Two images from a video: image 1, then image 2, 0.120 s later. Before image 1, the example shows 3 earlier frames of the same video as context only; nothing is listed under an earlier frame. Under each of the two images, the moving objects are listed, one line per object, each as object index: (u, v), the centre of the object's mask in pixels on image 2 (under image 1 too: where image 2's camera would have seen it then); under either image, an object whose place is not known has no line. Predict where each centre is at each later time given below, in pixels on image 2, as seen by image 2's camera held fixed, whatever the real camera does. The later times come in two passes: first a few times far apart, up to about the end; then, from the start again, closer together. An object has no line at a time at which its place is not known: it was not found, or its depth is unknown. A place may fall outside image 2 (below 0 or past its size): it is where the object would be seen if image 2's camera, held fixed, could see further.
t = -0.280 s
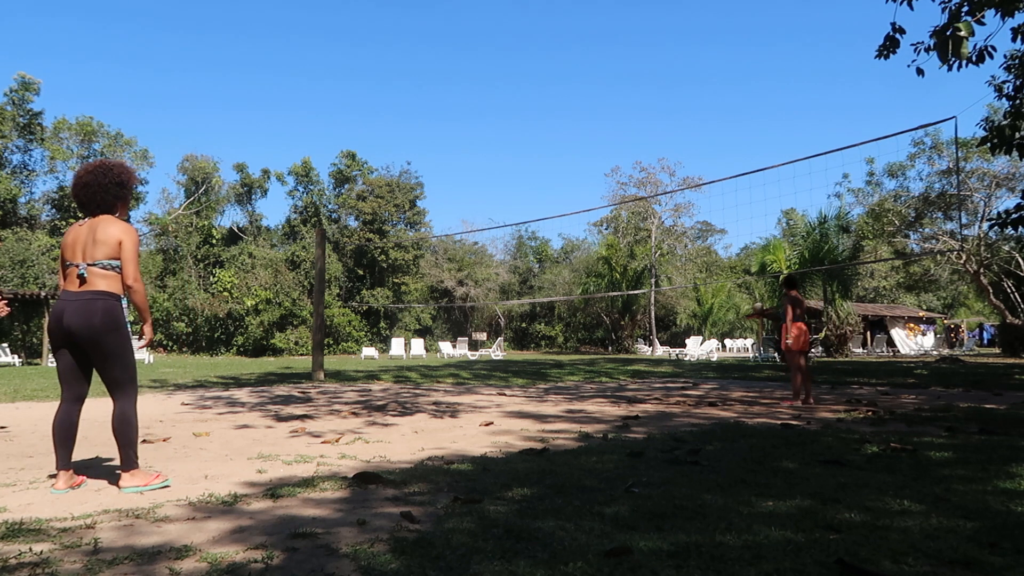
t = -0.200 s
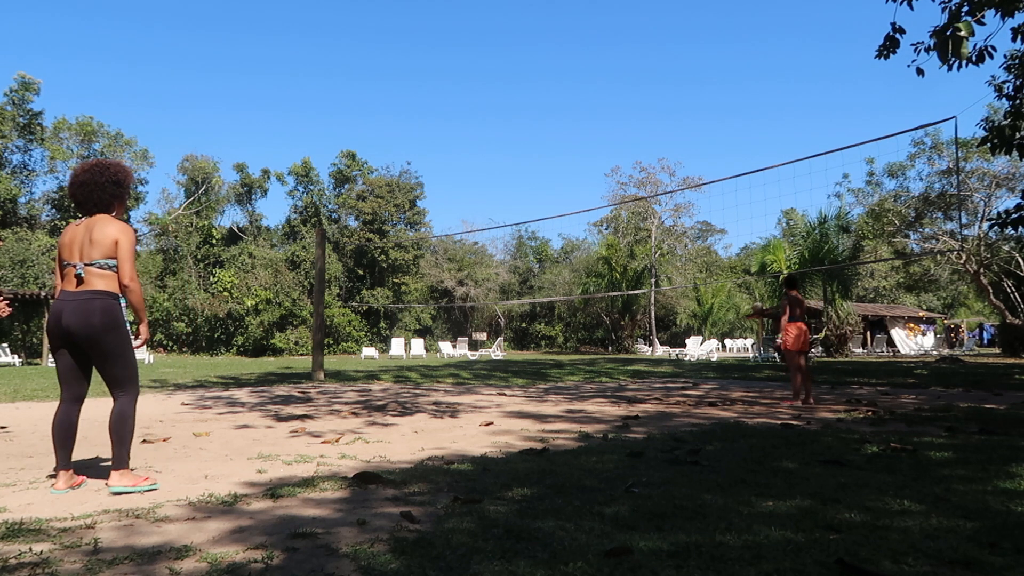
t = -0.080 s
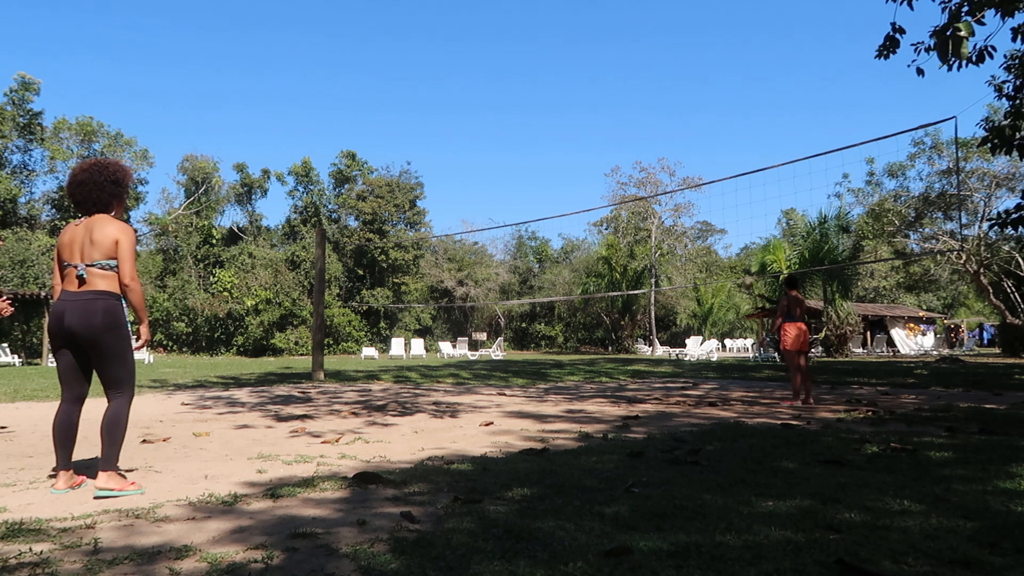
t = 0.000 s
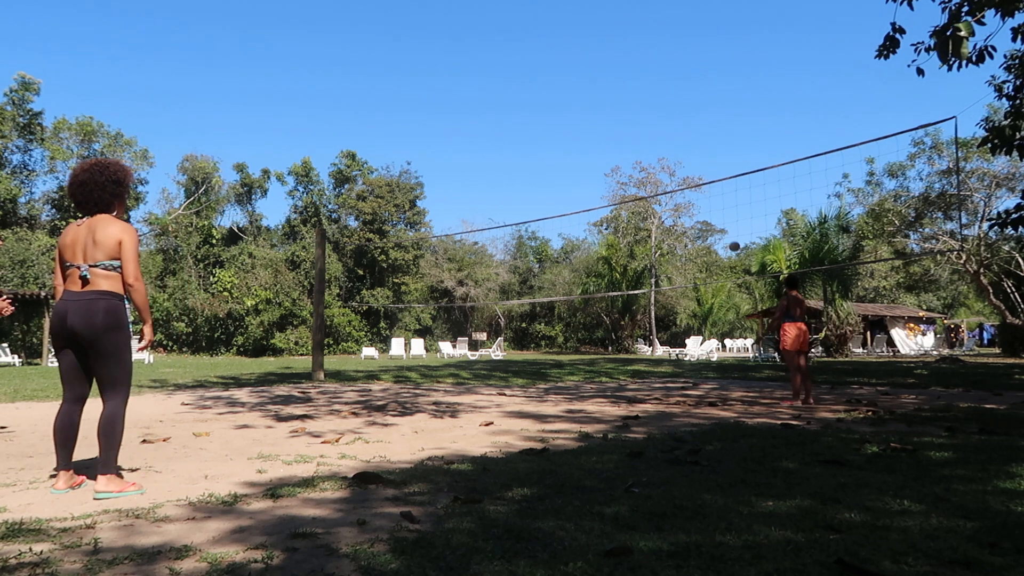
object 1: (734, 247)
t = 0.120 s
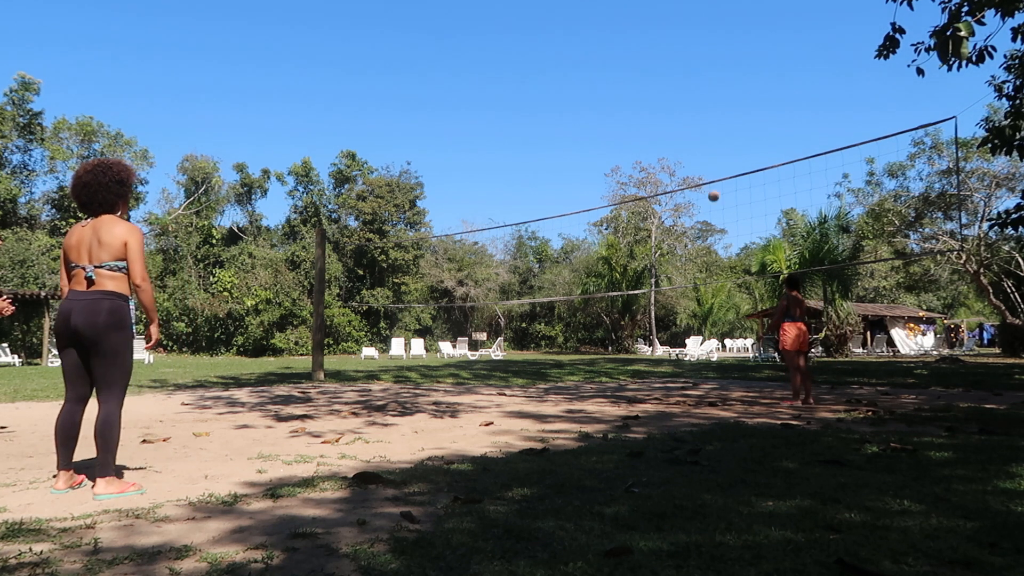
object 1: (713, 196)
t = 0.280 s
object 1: (686, 139)
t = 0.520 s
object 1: (643, 74)
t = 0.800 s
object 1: (592, 33)
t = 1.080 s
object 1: (537, 33)
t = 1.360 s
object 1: (477, 80)
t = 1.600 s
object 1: (423, 161)
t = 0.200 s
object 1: (700, 166)
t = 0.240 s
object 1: (693, 152)
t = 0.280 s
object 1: (686, 139)
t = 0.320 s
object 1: (679, 126)
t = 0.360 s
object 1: (672, 114)
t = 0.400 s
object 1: (665, 103)
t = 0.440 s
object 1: (658, 93)
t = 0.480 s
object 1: (650, 83)
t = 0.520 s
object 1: (643, 74)
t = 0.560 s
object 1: (636, 66)
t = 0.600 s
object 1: (629, 58)
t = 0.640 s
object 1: (622, 51)
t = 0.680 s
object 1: (614, 45)
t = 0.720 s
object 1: (607, 41)
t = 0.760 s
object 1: (599, 37)
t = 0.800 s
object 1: (592, 33)
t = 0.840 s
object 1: (584, 31)
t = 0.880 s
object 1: (577, 29)
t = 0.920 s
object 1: (569, 28)
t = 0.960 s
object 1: (561, 28)
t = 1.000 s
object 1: (553, 29)
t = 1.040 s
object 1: (545, 31)
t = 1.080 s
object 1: (537, 33)
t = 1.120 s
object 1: (528, 38)
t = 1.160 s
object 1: (520, 42)
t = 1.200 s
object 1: (512, 47)
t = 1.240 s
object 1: (504, 54)
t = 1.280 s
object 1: (495, 62)
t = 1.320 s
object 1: (486, 70)
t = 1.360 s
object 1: (477, 80)
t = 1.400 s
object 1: (469, 90)
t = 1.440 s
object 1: (459, 103)
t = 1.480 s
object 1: (450, 115)
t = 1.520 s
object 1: (441, 129)
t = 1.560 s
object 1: (432, 145)
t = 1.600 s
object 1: (423, 161)
